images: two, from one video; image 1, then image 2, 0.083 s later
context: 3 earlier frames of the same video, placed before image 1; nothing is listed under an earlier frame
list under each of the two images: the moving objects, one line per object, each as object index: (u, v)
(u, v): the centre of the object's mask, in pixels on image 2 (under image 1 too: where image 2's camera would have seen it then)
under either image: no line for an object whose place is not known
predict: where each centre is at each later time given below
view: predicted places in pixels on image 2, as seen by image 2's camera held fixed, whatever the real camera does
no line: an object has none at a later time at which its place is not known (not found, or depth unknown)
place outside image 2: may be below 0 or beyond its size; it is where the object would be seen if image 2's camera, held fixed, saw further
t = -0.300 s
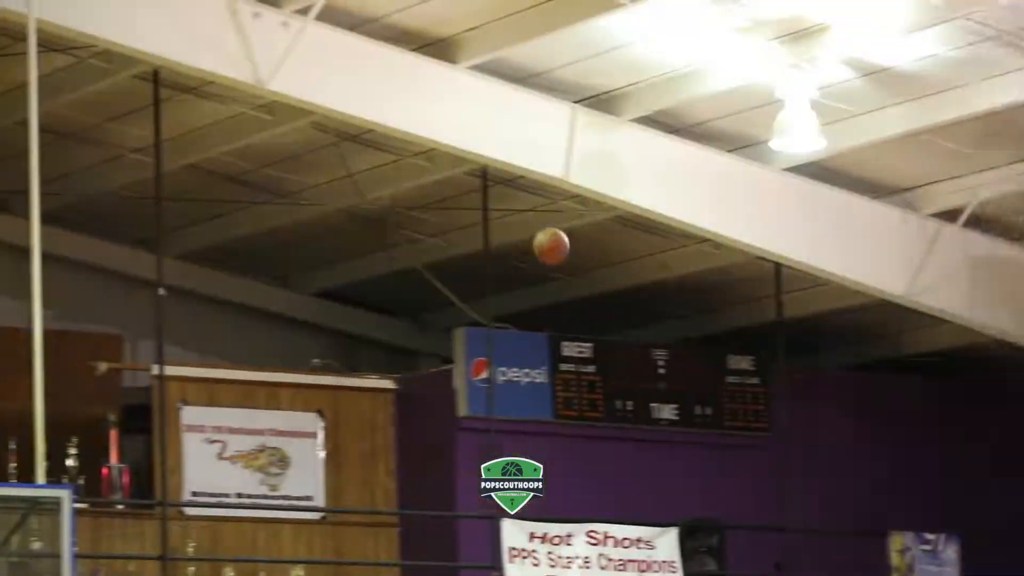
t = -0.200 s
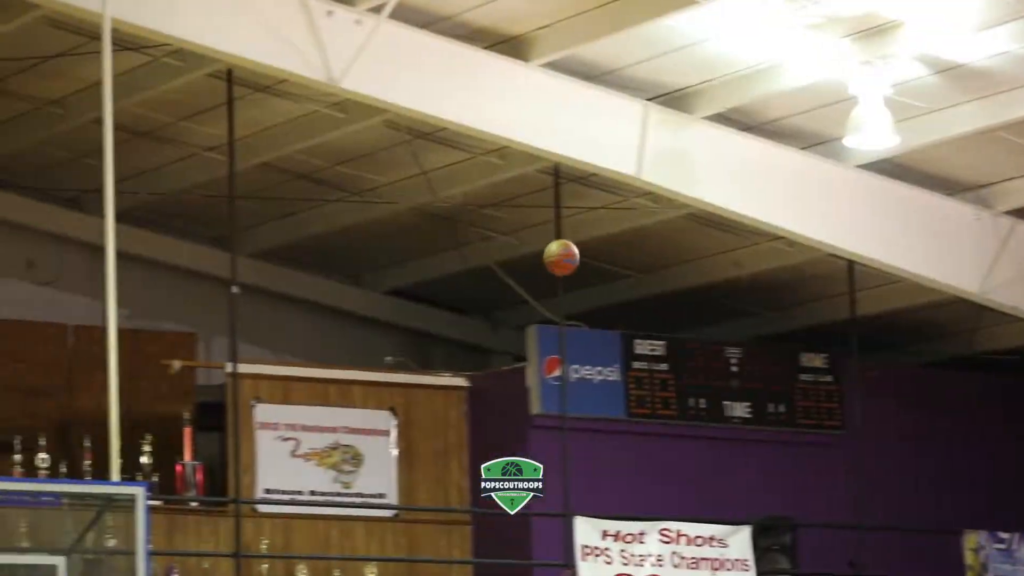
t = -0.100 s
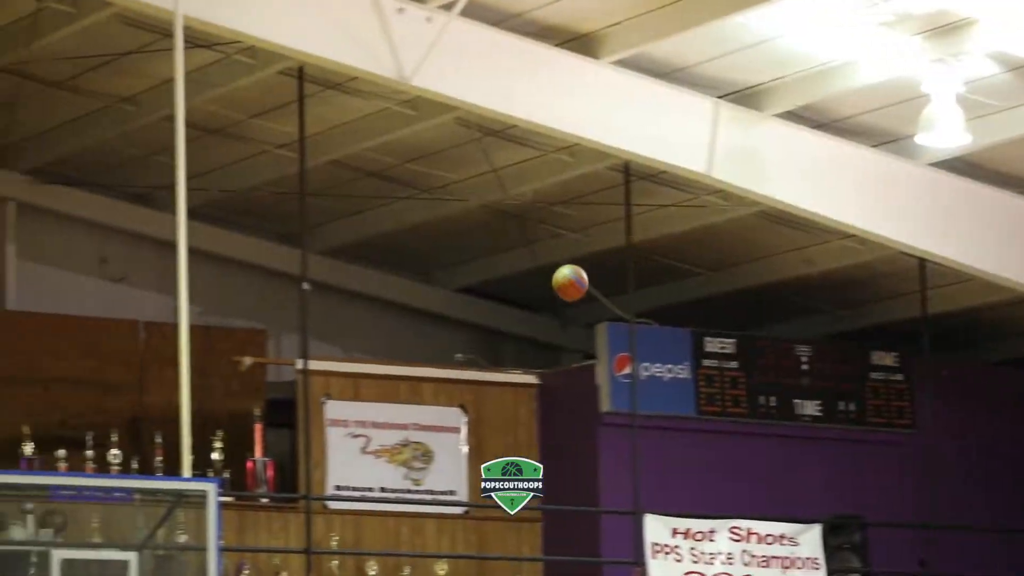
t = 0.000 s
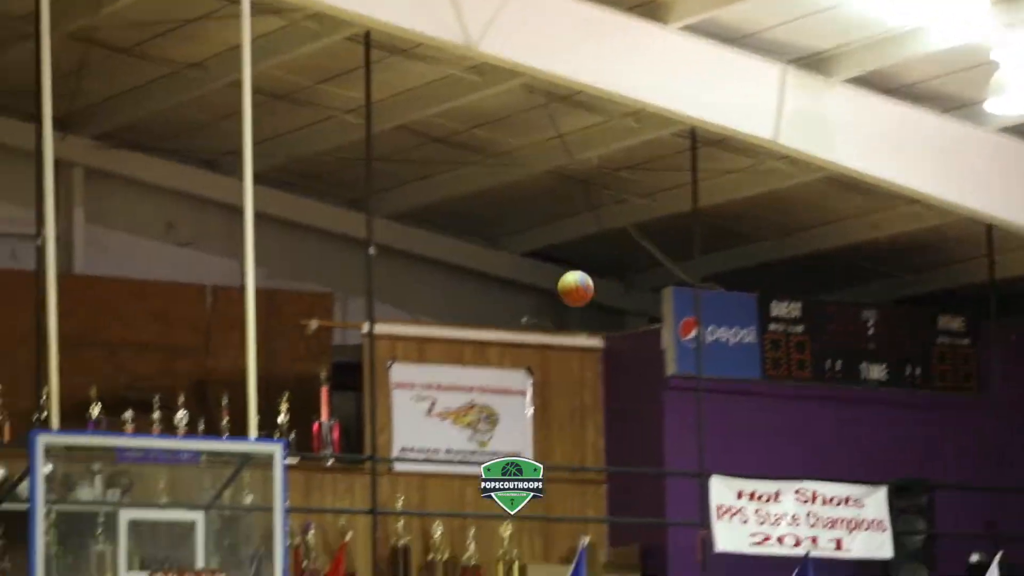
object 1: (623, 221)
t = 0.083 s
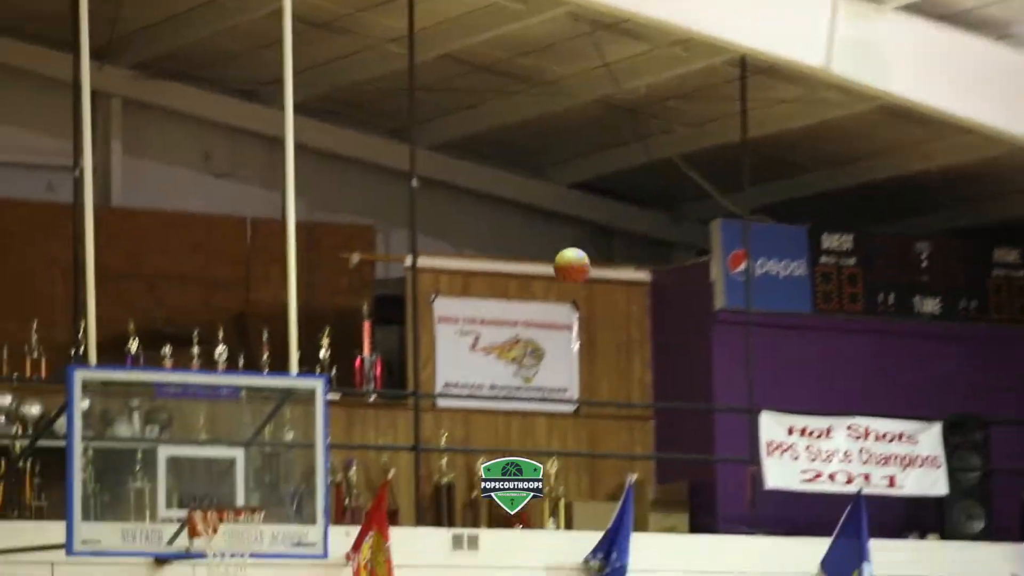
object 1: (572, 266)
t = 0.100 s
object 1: (563, 275)
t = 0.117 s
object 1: (552, 286)
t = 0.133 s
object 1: (542, 297)
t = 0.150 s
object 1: (532, 309)
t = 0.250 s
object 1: (471, 386)
